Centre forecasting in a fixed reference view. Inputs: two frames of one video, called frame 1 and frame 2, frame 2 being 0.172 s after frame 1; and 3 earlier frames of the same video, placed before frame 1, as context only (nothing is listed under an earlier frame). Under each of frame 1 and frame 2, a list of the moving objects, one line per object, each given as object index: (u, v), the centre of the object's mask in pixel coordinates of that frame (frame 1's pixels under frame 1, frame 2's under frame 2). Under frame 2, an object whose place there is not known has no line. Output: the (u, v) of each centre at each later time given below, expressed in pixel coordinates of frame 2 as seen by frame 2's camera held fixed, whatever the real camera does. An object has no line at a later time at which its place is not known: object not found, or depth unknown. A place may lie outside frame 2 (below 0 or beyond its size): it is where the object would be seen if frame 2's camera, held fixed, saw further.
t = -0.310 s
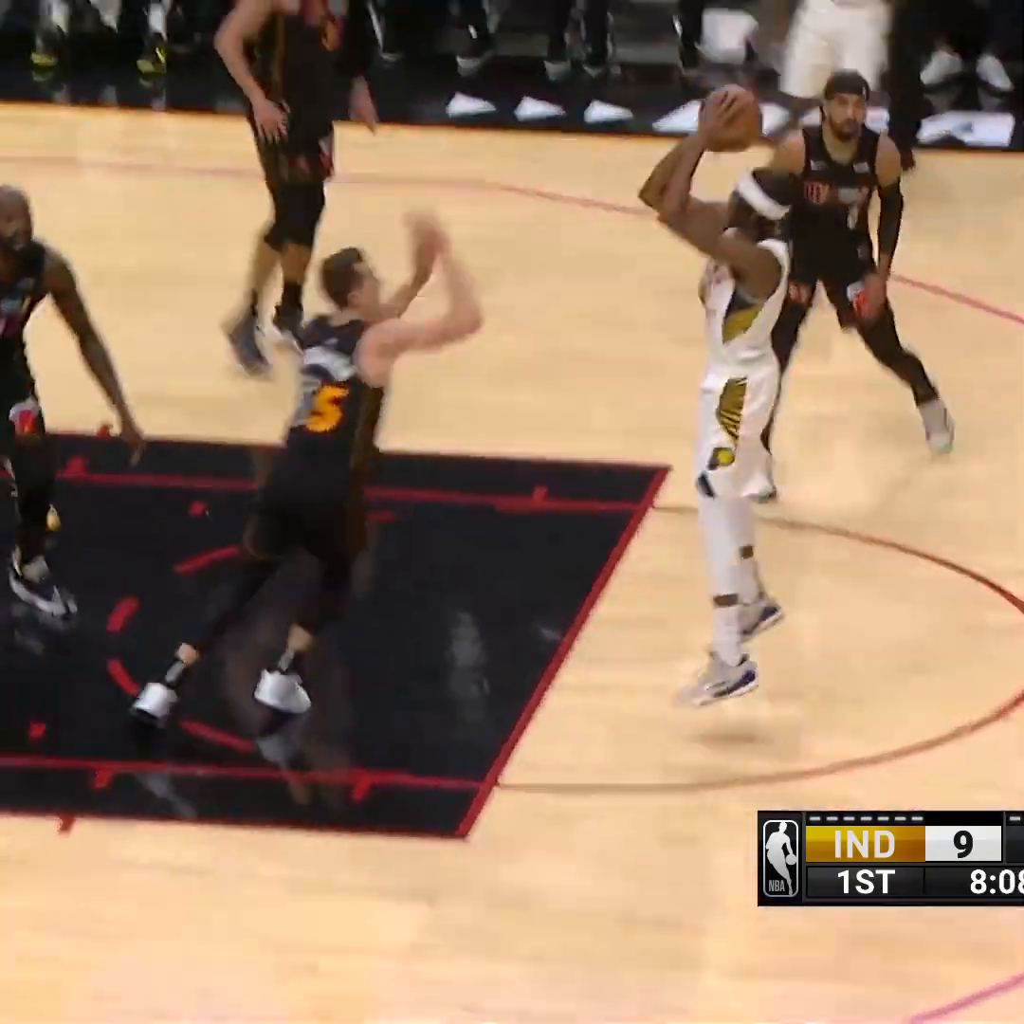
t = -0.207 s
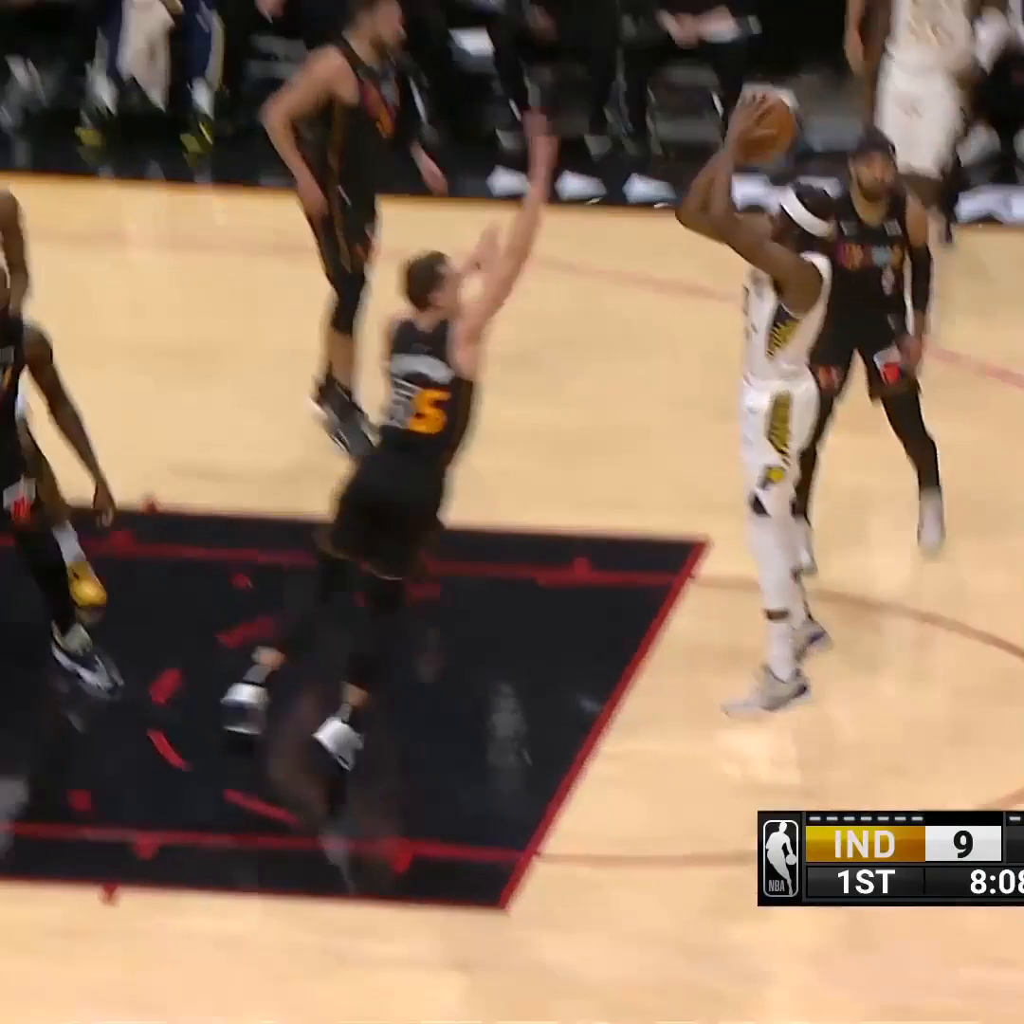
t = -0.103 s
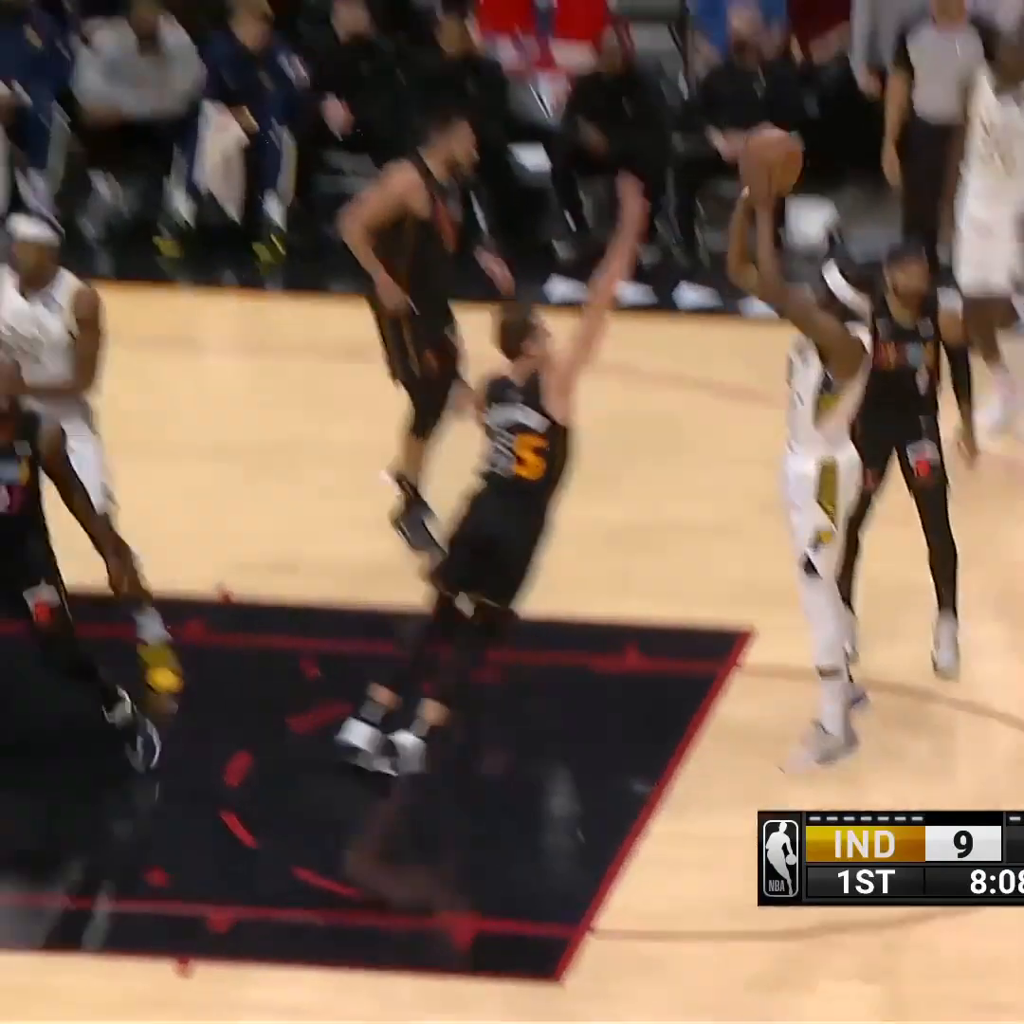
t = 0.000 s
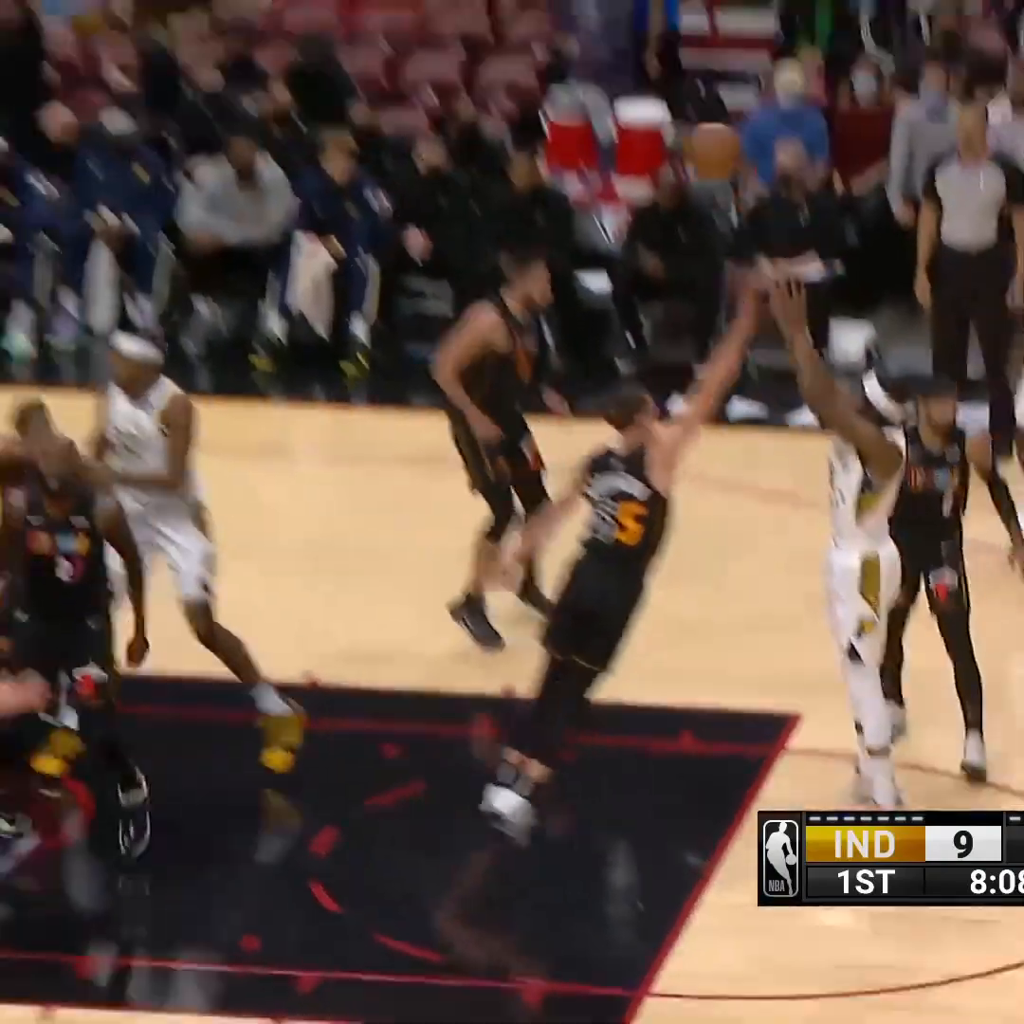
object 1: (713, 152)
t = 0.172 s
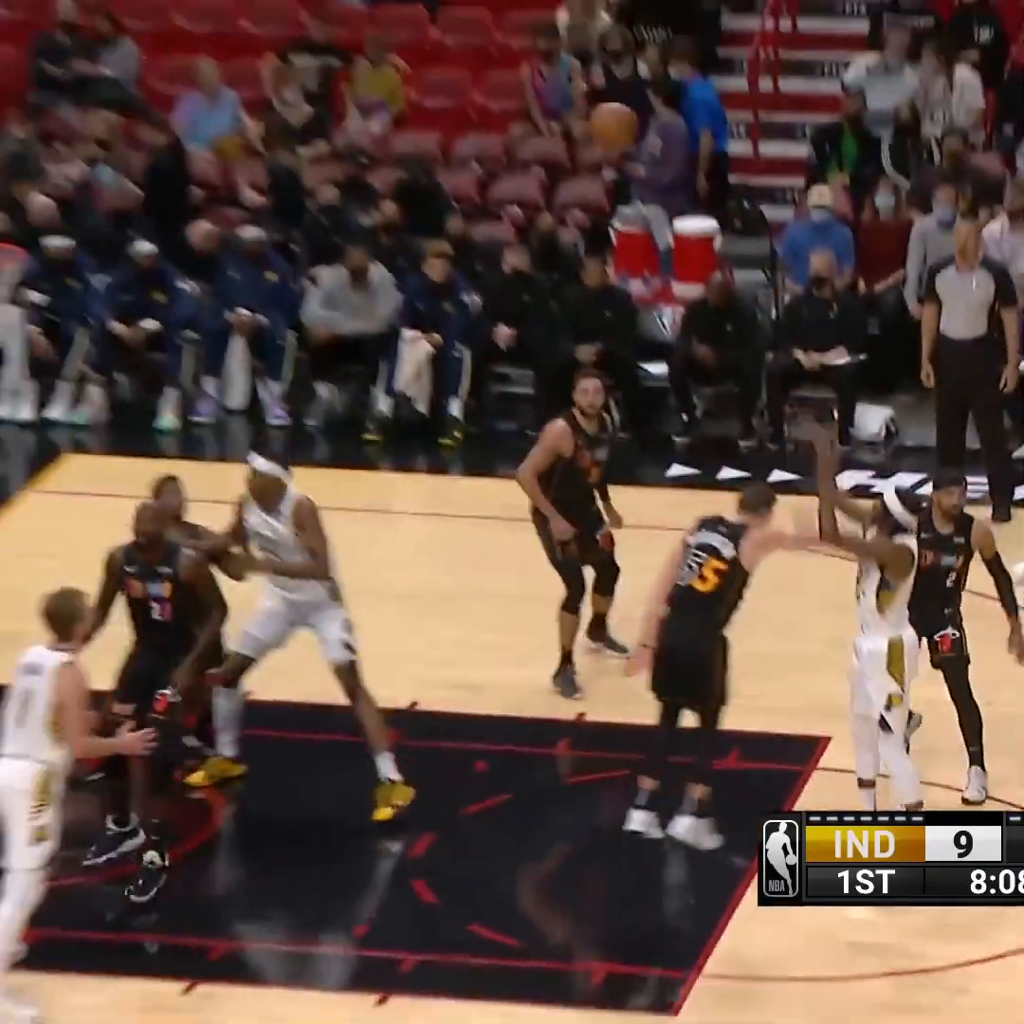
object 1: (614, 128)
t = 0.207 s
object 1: (586, 113)
